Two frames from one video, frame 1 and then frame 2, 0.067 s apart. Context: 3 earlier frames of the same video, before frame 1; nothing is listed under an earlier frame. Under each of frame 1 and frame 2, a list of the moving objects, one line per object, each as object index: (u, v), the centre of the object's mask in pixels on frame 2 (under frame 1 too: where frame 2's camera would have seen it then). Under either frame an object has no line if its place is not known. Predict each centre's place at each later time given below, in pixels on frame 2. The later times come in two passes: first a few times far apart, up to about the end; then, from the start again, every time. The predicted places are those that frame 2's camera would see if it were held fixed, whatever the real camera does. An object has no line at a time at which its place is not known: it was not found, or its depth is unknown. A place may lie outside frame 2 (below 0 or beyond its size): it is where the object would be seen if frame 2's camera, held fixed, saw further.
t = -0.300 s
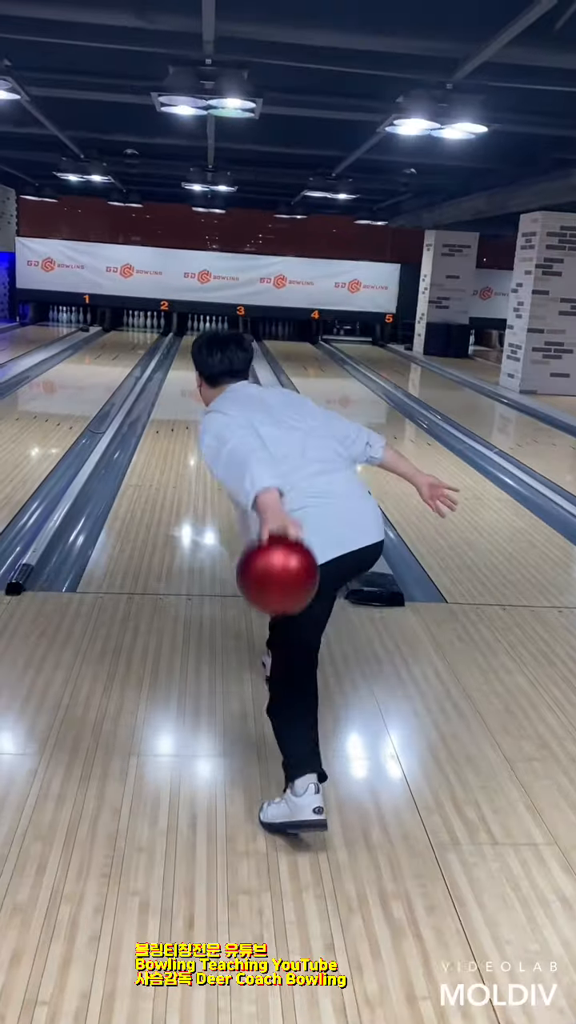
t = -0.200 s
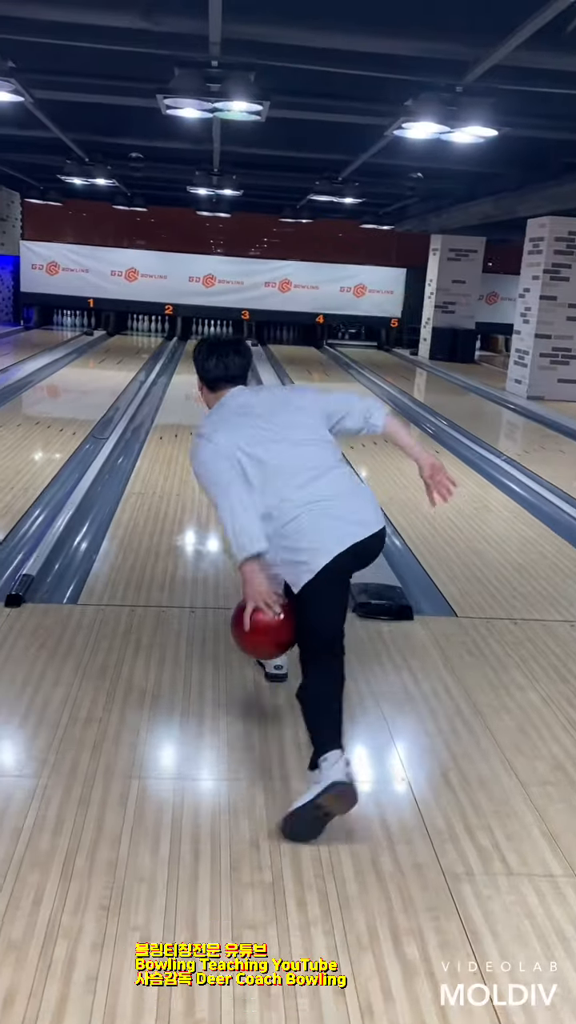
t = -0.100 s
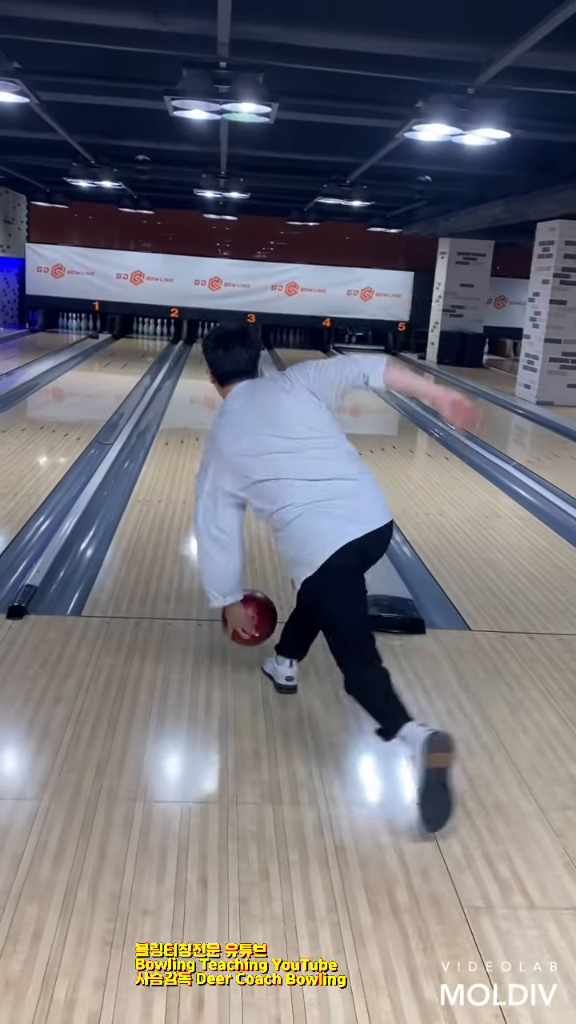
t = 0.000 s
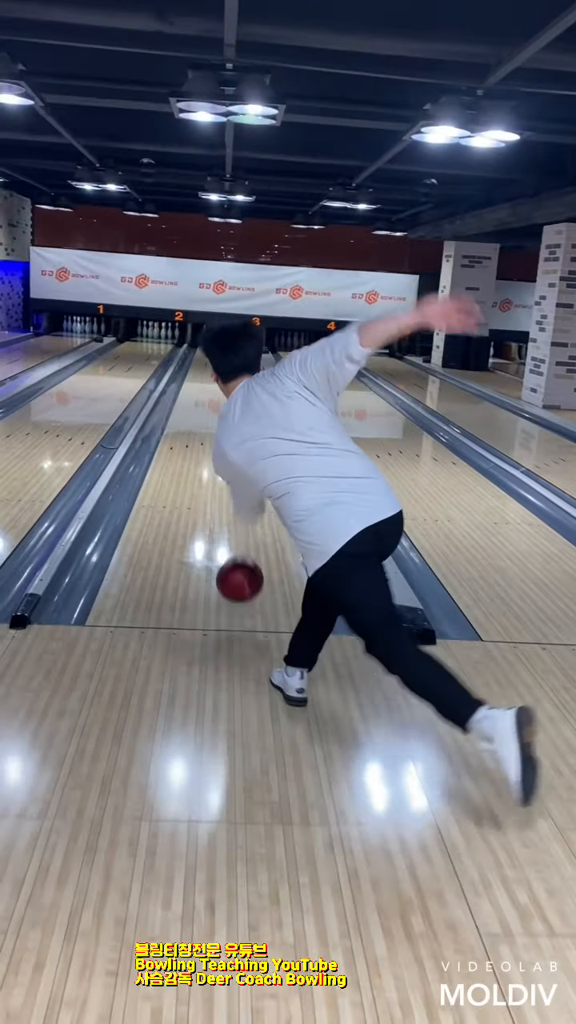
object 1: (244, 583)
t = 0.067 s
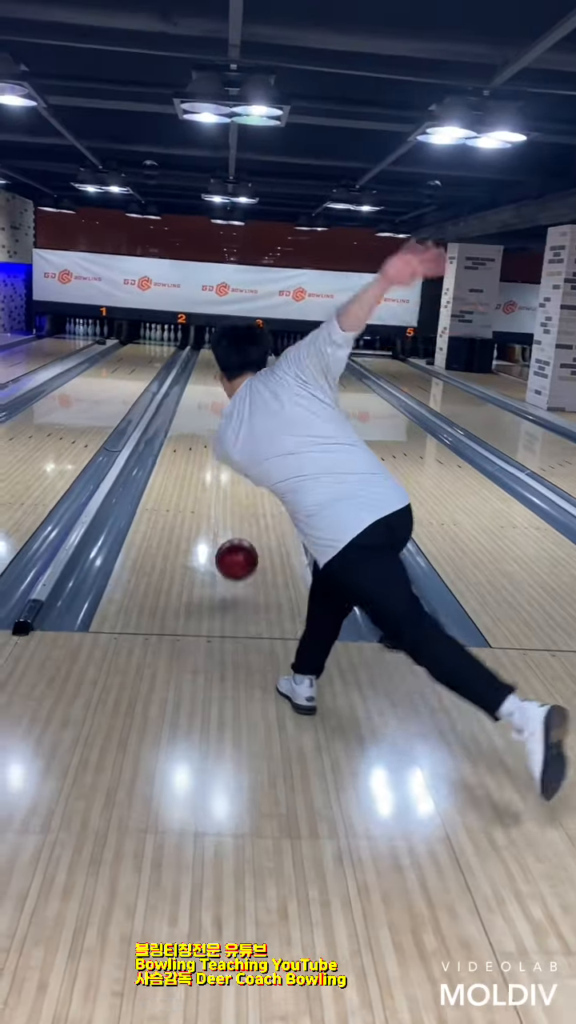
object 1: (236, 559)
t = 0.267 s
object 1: (224, 507)
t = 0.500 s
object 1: (216, 459)
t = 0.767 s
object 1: (210, 424)
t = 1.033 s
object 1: (207, 401)
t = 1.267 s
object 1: (208, 385)
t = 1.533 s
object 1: (210, 373)
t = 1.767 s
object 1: (212, 364)
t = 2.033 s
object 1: (214, 356)
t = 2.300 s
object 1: (221, 350)
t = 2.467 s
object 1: (224, 346)
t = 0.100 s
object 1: (233, 552)
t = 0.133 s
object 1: (231, 547)
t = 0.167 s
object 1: (229, 534)
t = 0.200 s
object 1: (227, 525)
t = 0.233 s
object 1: (225, 515)
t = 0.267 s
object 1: (224, 507)
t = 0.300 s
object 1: (222, 499)
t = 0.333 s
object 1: (221, 491)
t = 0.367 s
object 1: (220, 484)
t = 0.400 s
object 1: (219, 477)
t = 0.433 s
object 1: (218, 471)
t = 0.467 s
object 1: (216, 465)
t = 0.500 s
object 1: (216, 459)
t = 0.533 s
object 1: (215, 454)
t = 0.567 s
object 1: (214, 449)
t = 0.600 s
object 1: (213, 445)
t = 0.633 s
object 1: (213, 440)
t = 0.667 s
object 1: (212, 436)
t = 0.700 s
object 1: (211, 432)
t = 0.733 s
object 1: (211, 428)
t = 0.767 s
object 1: (210, 424)
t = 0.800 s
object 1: (209, 421)
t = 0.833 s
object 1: (209, 418)
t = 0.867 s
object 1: (208, 415)
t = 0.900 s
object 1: (208, 412)
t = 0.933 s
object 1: (208, 409)
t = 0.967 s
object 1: (208, 406)
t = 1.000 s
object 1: (207, 404)
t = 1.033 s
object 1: (207, 401)
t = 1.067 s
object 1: (207, 398)
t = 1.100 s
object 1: (207, 396)
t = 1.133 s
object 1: (207, 394)
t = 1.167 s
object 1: (207, 392)
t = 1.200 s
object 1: (207, 390)
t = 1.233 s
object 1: (208, 387)
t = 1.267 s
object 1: (208, 385)
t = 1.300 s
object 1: (208, 384)
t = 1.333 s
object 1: (208, 382)
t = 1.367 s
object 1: (209, 380)
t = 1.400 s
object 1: (209, 378)
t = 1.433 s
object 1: (209, 377)
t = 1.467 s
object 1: (209, 376)
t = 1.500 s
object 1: (209, 374)
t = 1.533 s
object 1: (210, 373)
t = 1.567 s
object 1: (210, 371)
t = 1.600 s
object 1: (210, 370)
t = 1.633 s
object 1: (210, 369)
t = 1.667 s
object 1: (210, 368)
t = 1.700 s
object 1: (211, 366)
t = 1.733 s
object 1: (211, 365)
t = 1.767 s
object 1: (212, 364)
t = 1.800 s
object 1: (212, 363)
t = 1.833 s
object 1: (212, 362)
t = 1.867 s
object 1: (212, 361)
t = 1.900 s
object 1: (213, 360)
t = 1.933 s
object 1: (213, 359)
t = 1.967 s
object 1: (213, 358)
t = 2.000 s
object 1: (214, 357)
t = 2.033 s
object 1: (214, 356)
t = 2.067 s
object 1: (215, 354)
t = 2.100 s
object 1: (215, 354)
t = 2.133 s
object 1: (216, 353)
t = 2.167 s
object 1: (218, 352)
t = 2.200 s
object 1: (219, 352)
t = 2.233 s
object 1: (220, 351)
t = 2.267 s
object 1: (220, 350)
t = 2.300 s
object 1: (221, 350)
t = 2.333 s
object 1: (221, 349)
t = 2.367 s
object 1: (222, 348)
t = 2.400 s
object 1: (223, 347)
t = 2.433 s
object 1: (223, 347)
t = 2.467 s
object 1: (224, 346)
